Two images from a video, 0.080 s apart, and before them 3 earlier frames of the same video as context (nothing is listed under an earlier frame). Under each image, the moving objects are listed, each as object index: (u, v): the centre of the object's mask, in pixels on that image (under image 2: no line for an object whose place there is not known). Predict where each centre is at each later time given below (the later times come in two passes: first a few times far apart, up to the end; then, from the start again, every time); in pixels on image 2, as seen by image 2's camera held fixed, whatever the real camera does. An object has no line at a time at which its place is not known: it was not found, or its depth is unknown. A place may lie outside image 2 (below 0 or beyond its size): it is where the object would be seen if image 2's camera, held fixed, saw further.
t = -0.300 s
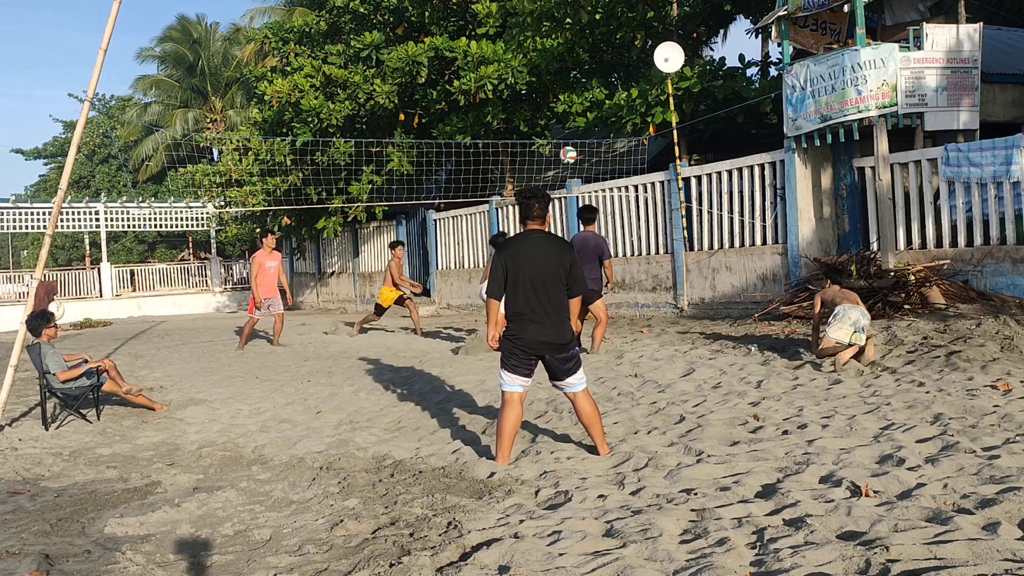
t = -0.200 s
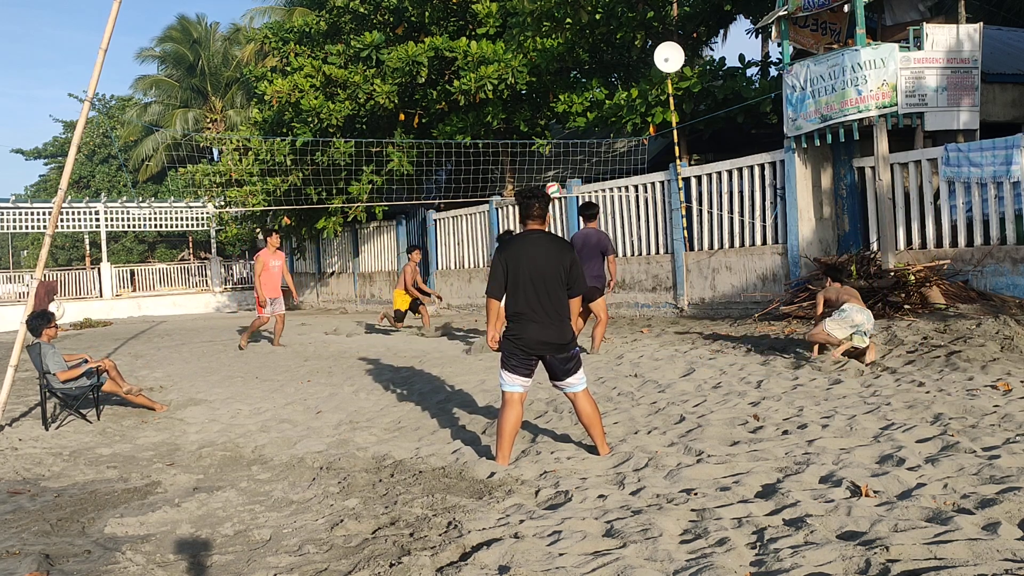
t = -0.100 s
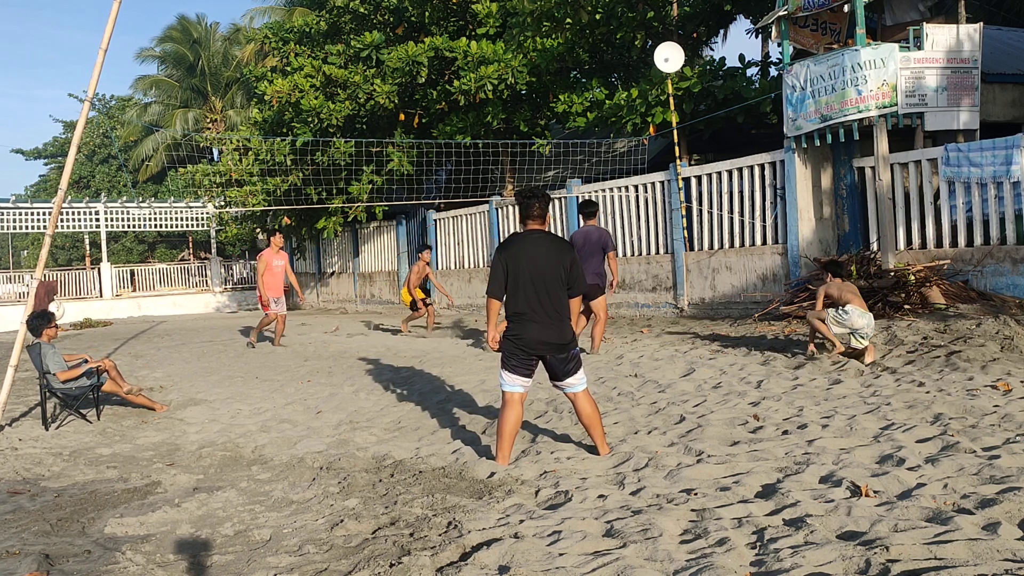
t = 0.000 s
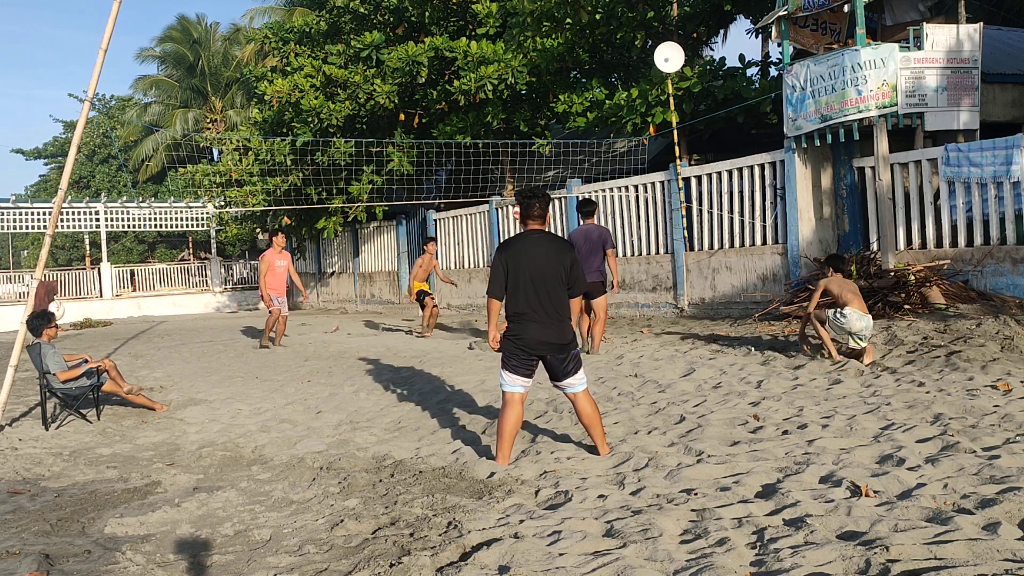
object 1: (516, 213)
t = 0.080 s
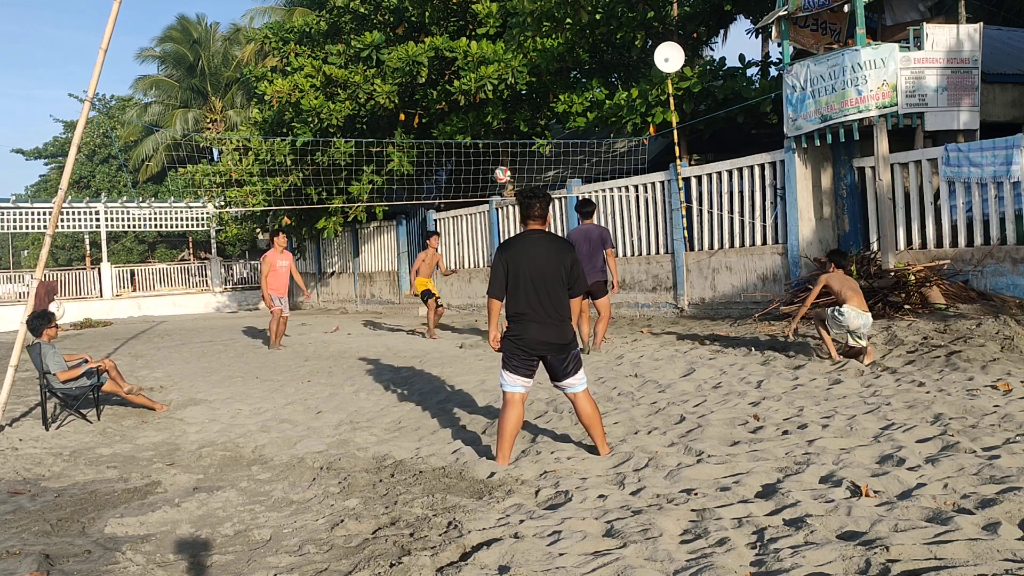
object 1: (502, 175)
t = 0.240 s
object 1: (467, 116)
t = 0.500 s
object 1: (412, 63)
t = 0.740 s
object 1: (366, 61)
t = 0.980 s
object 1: (322, 104)
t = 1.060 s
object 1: (308, 129)
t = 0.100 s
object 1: (498, 166)
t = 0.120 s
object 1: (493, 158)
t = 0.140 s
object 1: (489, 150)
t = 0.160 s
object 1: (484, 142)
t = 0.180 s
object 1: (480, 135)
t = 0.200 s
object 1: (476, 129)
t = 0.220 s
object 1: (471, 122)
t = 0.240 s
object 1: (467, 116)
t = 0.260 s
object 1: (463, 110)
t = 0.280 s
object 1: (458, 104)
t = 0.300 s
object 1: (454, 99)
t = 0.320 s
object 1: (450, 94)
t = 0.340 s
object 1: (446, 89)
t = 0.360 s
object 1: (442, 84)
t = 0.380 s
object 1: (437, 81)
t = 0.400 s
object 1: (434, 77)
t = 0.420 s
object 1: (429, 73)
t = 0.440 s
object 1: (425, 70)
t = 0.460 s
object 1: (421, 67)
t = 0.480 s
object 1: (417, 65)
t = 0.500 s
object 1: (412, 63)
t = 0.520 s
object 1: (409, 61)
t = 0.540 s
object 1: (405, 59)
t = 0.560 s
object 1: (401, 58)
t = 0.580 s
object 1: (396, 57)
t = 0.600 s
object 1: (392, 56)
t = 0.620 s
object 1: (388, 56)
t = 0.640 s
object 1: (384, 56)
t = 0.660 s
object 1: (381, 56)
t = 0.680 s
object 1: (377, 57)
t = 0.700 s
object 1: (373, 58)
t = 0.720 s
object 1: (369, 59)
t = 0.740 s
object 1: (366, 61)
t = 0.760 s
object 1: (362, 63)
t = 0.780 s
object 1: (358, 65)
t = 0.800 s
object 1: (354, 67)
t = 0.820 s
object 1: (350, 70)
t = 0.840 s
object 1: (346, 73)
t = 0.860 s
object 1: (343, 77)
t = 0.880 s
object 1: (339, 80)
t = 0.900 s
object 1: (336, 85)
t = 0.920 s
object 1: (332, 89)
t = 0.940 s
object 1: (329, 94)
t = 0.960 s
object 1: (325, 99)
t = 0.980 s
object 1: (322, 104)
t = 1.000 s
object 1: (318, 110)
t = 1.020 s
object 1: (315, 116)
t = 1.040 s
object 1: (311, 122)
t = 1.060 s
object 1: (308, 129)
